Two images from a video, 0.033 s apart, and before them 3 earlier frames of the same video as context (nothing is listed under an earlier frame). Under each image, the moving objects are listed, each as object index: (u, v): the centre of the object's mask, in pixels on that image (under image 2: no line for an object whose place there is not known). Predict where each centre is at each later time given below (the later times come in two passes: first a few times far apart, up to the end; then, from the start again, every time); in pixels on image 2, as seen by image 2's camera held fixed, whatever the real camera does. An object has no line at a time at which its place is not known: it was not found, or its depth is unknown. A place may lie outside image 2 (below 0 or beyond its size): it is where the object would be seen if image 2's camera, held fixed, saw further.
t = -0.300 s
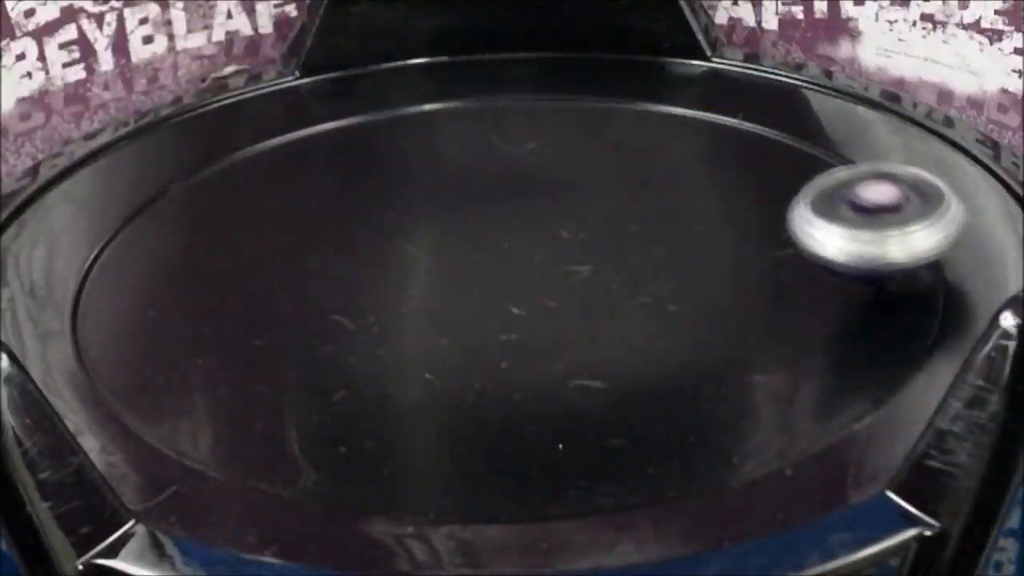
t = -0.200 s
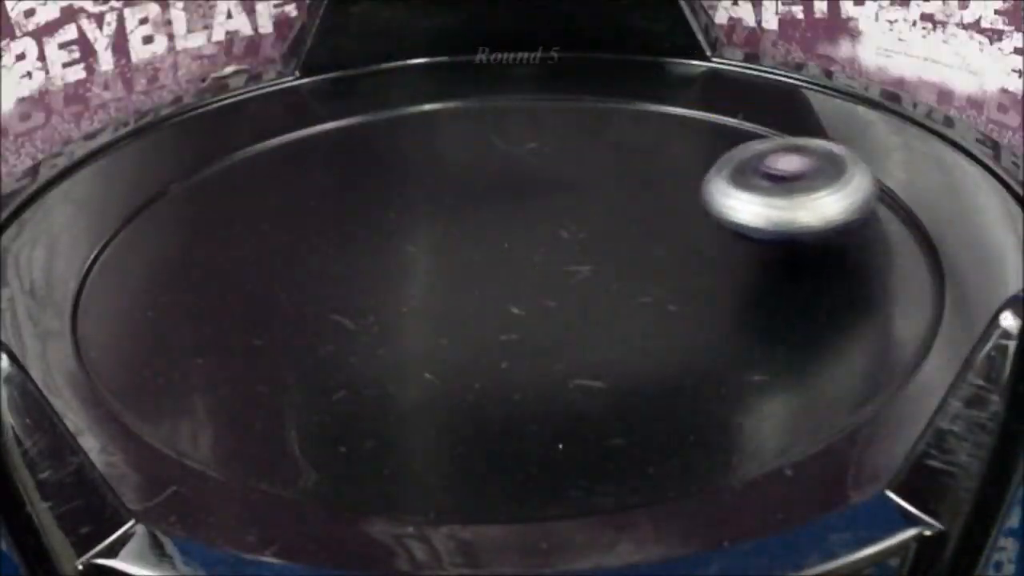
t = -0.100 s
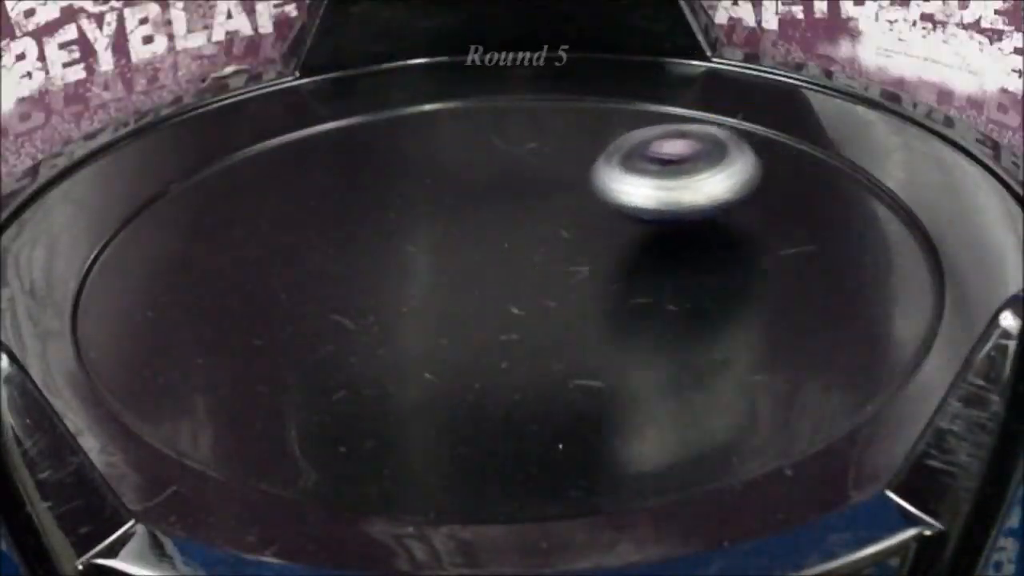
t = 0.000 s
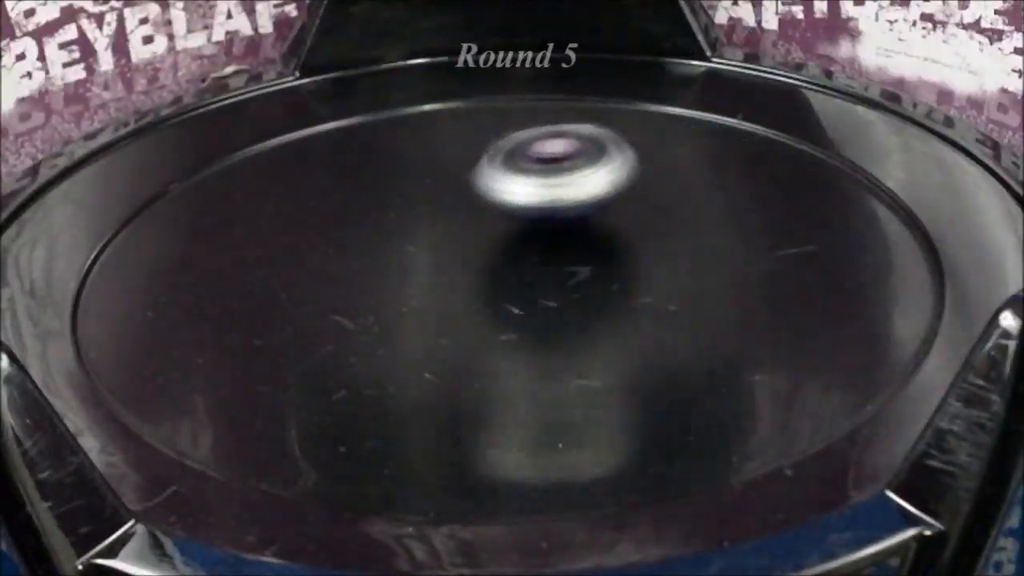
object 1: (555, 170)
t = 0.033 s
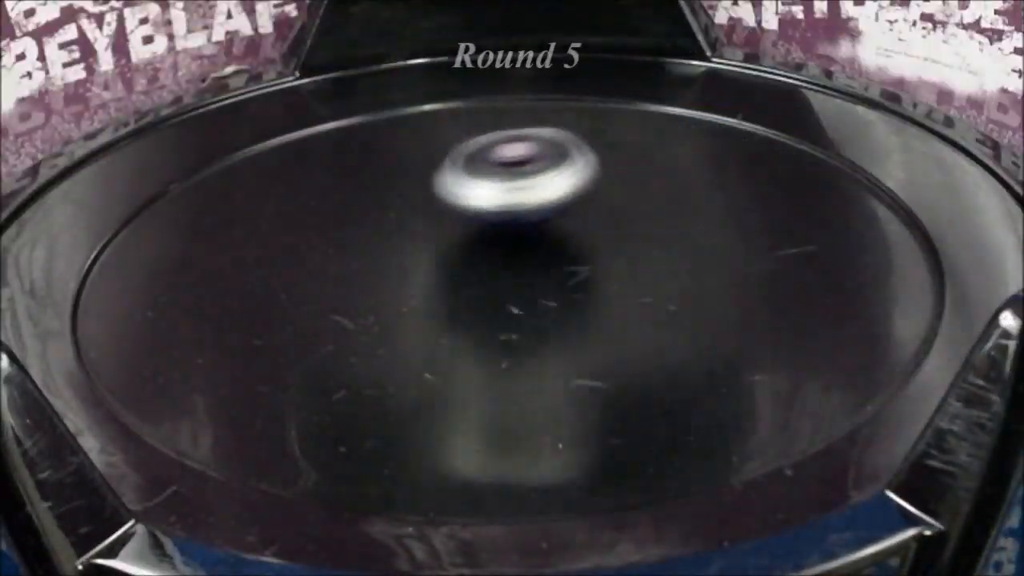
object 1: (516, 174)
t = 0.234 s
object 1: (340, 238)
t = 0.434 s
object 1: (356, 325)
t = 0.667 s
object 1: (608, 336)
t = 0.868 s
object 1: (684, 246)
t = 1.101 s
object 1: (494, 187)
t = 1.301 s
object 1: (327, 213)
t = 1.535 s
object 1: (356, 309)
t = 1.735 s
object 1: (546, 317)
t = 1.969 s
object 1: (588, 217)
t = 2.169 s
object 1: (459, 175)
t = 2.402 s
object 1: (336, 236)
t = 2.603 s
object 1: (419, 306)
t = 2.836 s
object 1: (618, 253)
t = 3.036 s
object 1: (590, 173)
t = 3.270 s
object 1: (413, 171)
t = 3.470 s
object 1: (338, 251)
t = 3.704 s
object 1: (547, 304)
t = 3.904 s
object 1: (692, 236)
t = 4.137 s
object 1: (583, 180)
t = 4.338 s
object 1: (428, 199)
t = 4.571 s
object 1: (440, 299)
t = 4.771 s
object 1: (635, 310)
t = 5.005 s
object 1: (714, 219)
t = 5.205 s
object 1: (569, 177)
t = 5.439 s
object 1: (383, 235)
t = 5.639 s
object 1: (386, 318)
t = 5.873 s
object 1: (584, 327)
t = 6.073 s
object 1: (681, 250)
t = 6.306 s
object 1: (519, 196)
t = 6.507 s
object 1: (345, 226)
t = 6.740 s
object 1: (331, 314)
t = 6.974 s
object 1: (499, 389)
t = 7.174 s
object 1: (666, 313)
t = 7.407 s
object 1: (626, 194)
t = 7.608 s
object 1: (772, 33)
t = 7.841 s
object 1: (652, 85)
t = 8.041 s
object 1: (437, 229)
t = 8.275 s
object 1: (377, 323)
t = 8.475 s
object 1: (541, 310)
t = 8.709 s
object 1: (674, 239)
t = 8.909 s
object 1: (619, 189)
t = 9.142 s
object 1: (523, 171)
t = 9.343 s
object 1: (425, 205)
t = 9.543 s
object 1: (207, 135)
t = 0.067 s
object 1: (479, 180)
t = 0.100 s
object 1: (444, 188)
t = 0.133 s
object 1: (412, 199)
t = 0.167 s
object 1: (384, 210)
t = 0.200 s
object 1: (359, 224)
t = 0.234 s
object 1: (340, 238)
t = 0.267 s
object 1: (326, 252)
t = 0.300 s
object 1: (318, 269)
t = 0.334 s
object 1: (316, 284)
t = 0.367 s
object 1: (321, 298)
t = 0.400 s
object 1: (335, 313)
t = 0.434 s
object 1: (356, 325)
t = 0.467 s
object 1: (382, 335)
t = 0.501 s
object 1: (415, 342)
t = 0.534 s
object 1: (451, 348)
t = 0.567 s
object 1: (491, 350)
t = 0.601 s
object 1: (531, 349)
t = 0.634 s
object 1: (571, 344)
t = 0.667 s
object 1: (608, 336)
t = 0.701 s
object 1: (641, 325)
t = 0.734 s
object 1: (667, 310)
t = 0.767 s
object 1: (684, 296)
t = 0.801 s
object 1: (693, 279)
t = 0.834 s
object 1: (693, 262)
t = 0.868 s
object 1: (684, 246)
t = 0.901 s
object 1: (669, 232)
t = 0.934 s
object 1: (647, 219)
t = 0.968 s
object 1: (621, 208)
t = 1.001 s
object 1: (592, 200)
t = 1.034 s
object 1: (561, 195)
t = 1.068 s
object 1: (528, 190)
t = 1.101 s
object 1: (494, 187)
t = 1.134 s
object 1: (460, 186)
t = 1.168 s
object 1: (427, 189)
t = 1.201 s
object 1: (396, 193)
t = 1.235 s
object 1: (369, 198)
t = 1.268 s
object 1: (346, 204)
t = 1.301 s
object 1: (327, 213)
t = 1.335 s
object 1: (313, 226)
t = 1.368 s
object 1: (304, 240)
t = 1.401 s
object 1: (301, 253)
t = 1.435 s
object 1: (305, 270)
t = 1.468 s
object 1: (316, 283)
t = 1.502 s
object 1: (334, 296)
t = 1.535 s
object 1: (356, 309)
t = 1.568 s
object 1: (383, 317)
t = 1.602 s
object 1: (415, 325)
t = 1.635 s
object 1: (448, 328)
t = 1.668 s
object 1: (482, 329)
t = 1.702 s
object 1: (516, 324)
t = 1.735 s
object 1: (546, 317)
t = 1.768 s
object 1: (572, 305)
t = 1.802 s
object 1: (591, 292)
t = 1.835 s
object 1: (603, 277)
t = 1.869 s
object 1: (608, 261)
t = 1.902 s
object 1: (607, 246)
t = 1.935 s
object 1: (600, 231)
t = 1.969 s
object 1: (588, 217)
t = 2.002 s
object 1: (572, 205)
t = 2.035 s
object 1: (553, 193)
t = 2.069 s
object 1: (533, 185)
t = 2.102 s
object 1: (510, 179)
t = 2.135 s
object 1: (485, 175)
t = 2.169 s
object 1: (459, 175)
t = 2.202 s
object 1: (435, 177)
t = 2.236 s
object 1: (410, 183)
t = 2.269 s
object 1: (388, 190)
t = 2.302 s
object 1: (368, 200)
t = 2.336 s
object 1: (353, 211)
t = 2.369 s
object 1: (343, 224)
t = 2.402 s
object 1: (336, 236)
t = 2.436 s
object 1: (332, 250)
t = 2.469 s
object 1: (335, 264)
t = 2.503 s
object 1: (344, 277)
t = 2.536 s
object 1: (362, 290)
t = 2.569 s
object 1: (387, 300)
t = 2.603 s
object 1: (419, 306)
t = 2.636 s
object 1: (453, 309)
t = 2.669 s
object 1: (490, 308)
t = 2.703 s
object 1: (524, 302)
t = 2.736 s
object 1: (556, 293)
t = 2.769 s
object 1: (583, 281)
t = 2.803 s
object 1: (603, 268)
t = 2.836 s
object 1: (618, 253)
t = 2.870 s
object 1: (626, 237)
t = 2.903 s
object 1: (630, 221)
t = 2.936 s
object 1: (627, 207)
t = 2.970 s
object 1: (619, 192)
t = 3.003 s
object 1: (607, 182)
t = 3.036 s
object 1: (590, 173)
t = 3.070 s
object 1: (570, 165)
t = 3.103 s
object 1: (546, 162)
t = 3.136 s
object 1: (521, 160)
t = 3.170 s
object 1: (494, 160)
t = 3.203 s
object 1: (468, 163)
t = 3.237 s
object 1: (440, 166)
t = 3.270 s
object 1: (413, 171)
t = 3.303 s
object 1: (387, 180)
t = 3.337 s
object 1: (365, 190)
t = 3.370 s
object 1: (347, 203)
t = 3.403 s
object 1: (337, 218)
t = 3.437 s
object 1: (333, 234)
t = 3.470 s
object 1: (338, 251)
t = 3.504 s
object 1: (352, 267)
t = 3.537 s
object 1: (374, 282)
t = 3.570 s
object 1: (402, 293)
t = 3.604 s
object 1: (435, 301)
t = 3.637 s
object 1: (470, 306)
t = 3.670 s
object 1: (509, 307)
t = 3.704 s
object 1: (547, 304)
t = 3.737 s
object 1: (584, 298)
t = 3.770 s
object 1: (617, 289)
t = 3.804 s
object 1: (644, 278)
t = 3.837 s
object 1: (666, 264)
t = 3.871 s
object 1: (682, 250)
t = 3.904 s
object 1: (692, 236)
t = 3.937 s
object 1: (692, 224)
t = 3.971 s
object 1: (686, 213)
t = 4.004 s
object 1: (674, 203)
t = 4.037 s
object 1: (657, 194)
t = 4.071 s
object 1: (635, 188)
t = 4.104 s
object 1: (609, 182)
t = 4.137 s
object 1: (583, 180)
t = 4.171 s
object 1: (556, 176)
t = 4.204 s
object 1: (529, 175)
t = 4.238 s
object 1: (501, 177)
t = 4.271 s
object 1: (474, 181)
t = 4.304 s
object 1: (449, 189)
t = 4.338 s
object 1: (428, 199)
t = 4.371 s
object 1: (412, 212)
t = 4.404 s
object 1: (400, 226)
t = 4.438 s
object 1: (395, 241)
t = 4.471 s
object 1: (396, 256)
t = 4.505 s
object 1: (404, 271)
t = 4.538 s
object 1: (419, 286)
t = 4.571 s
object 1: (440, 299)
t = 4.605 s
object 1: (467, 309)
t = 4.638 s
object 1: (498, 316)
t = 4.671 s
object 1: (530, 320)
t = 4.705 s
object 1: (565, 320)
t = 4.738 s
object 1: (602, 316)
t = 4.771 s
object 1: (635, 310)
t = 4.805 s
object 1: (664, 301)
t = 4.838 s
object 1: (688, 290)
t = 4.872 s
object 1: (707, 276)
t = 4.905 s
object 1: (718, 263)
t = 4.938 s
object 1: (723, 249)
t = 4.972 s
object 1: (722, 234)
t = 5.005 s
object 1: (714, 219)
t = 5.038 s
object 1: (701, 208)
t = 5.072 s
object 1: (681, 197)
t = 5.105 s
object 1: (658, 188)
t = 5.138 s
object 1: (631, 182)
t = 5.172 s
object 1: (601, 178)
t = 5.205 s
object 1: (569, 177)
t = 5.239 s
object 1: (538, 178)
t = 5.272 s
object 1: (506, 183)
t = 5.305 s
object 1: (475, 190)
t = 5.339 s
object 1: (448, 199)
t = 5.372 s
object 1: (423, 209)
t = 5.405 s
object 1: (401, 222)
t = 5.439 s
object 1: (383, 235)
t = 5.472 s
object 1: (369, 250)
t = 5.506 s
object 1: (361, 265)
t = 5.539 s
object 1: (358, 280)
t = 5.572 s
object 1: (362, 294)
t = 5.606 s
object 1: (371, 307)
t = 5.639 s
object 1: (386, 318)
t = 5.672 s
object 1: (406, 327)
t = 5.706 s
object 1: (431, 334)
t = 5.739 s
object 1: (458, 336)
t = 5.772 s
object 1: (488, 338)
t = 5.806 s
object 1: (520, 336)
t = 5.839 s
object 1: (553, 333)
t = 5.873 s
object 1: (584, 327)
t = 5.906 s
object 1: (614, 317)
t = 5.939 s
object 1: (637, 307)
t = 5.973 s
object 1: (656, 294)
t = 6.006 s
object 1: (674, 278)
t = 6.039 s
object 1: (682, 264)
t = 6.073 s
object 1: (681, 250)
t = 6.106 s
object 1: (672, 235)
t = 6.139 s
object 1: (656, 224)
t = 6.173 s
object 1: (634, 215)
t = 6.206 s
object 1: (609, 208)
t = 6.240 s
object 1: (581, 202)
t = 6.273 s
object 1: (550, 198)
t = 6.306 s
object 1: (519, 196)
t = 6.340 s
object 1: (487, 197)
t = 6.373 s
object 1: (456, 199)
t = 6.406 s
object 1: (426, 202)
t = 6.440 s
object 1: (396, 209)
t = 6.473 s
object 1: (369, 217)
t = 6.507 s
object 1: (345, 226)
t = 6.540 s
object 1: (326, 236)
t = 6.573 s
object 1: (311, 249)
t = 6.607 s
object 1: (301, 263)
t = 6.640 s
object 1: (299, 276)
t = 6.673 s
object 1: (303, 290)
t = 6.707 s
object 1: (313, 303)
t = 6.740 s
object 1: (331, 314)
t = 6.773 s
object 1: (356, 325)
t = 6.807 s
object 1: (365, 346)
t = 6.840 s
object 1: (376, 365)
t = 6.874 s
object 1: (397, 378)
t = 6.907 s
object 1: (426, 388)
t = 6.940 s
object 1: (460, 390)
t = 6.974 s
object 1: (499, 389)
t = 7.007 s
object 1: (536, 383)
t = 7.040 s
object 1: (573, 374)
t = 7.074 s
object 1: (606, 362)
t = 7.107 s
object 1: (633, 348)
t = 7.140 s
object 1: (654, 331)
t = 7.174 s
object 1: (666, 313)
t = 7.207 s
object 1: (671, 296)
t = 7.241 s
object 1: (669, 281)
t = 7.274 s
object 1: (661, 265)
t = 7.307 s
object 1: (648, 250)
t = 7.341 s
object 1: (632, 236)
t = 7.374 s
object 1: (611, 224)
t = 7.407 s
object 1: (626, 194)
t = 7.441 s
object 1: (678, 157)
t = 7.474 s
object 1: (723, 114)
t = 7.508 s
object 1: (752, 84)
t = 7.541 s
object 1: (766, 53)
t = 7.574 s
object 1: (771, 43)
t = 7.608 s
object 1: (772, 33)
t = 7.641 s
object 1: (767, 29)
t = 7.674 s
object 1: (756, 28)
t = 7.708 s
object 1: (736, 30)
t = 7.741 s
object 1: (717, 35)
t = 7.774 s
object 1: (698, 47)
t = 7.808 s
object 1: (676, 64)
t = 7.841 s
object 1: (652, 85)
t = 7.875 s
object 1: (622, 108)
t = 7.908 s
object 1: (590, 132)
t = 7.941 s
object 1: (551, 159)
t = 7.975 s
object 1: (512, 184)
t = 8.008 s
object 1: (473, 207)
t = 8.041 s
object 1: (437, 229)
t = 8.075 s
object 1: (406, 248)
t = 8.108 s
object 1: (382, 267)
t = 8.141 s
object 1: (366, 283)
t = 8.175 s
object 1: (357, 296)
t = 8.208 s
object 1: (357, 308)
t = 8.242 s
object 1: (364, 316)
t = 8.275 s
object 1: (377, 323)
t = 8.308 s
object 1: (398, 327)
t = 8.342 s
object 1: (422, 328)
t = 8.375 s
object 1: (453, 326)
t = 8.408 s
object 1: (482, 323)
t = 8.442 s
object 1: (513, 317)
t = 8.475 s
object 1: (541, 310)
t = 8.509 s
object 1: (566, 302)
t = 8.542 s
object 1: (590, 291)
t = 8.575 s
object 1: (612, 282)
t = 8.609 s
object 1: (631, 271)
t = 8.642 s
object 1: (649, 261)
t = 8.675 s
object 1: (663, 251)
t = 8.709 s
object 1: (674, 239)
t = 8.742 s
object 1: (679, 227)
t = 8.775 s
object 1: (679, 218)
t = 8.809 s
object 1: (672, 208)
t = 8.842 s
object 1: (660, 198)
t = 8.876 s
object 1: (641, 193)
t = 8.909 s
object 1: (619, 189)
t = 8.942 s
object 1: (593, 189)
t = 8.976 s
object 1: (569, 189)
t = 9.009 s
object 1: (561, 181)
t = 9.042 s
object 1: (558, 172)
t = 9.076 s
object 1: (551, 168)
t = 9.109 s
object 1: (539, 167)
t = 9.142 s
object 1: (523, 171)
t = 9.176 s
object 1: (505, 177)
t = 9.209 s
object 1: (485, 184)
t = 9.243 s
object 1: (469, 186)
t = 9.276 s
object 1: (454, 189)
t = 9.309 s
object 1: (439, 196)
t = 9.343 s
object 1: (425, 205)
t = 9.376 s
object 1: (411, 214)
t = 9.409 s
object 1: (400, 224)
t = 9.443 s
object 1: (360, 213)
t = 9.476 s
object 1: (298, 184)
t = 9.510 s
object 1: (247, 158)
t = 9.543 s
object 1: (207, 135)
